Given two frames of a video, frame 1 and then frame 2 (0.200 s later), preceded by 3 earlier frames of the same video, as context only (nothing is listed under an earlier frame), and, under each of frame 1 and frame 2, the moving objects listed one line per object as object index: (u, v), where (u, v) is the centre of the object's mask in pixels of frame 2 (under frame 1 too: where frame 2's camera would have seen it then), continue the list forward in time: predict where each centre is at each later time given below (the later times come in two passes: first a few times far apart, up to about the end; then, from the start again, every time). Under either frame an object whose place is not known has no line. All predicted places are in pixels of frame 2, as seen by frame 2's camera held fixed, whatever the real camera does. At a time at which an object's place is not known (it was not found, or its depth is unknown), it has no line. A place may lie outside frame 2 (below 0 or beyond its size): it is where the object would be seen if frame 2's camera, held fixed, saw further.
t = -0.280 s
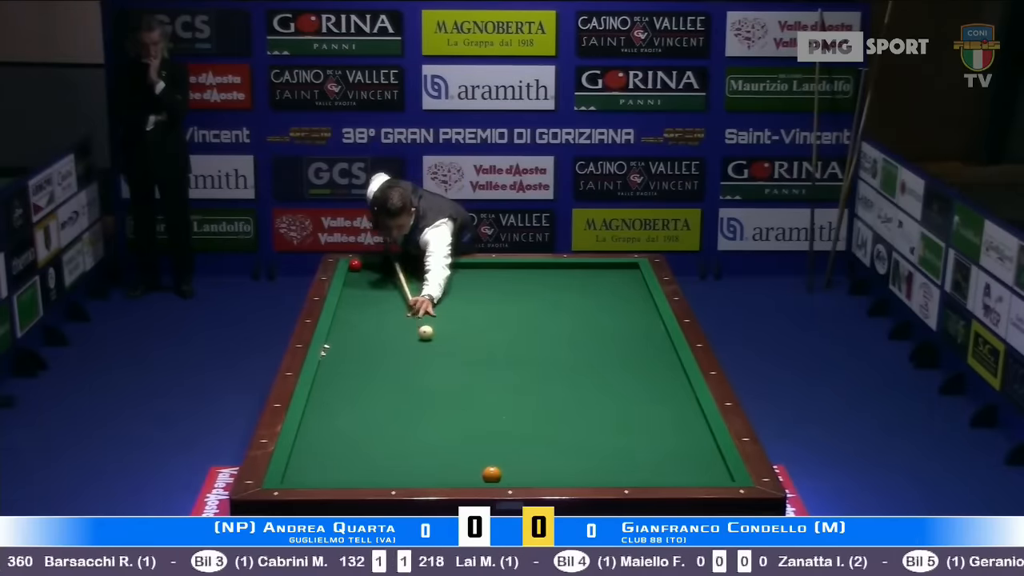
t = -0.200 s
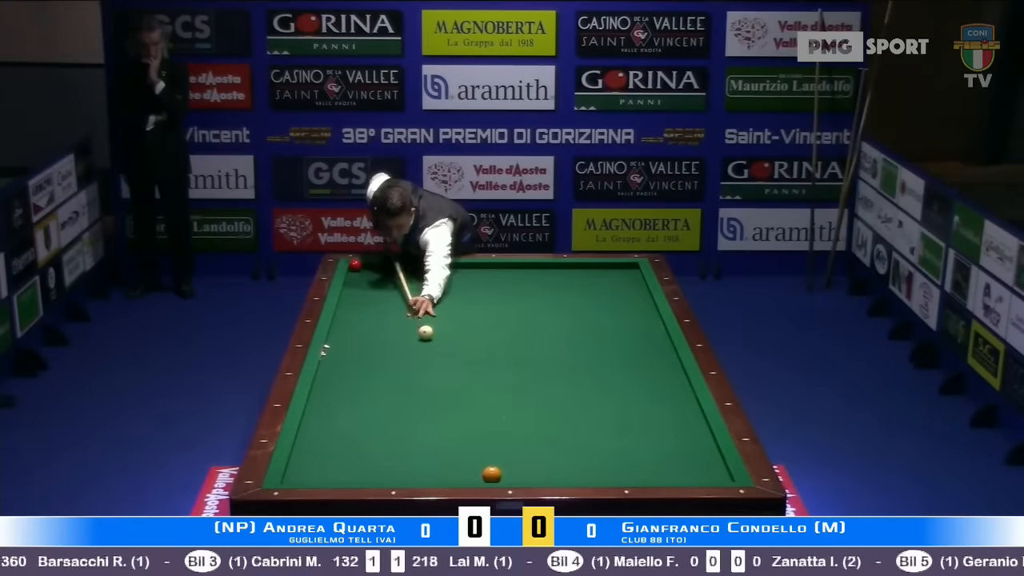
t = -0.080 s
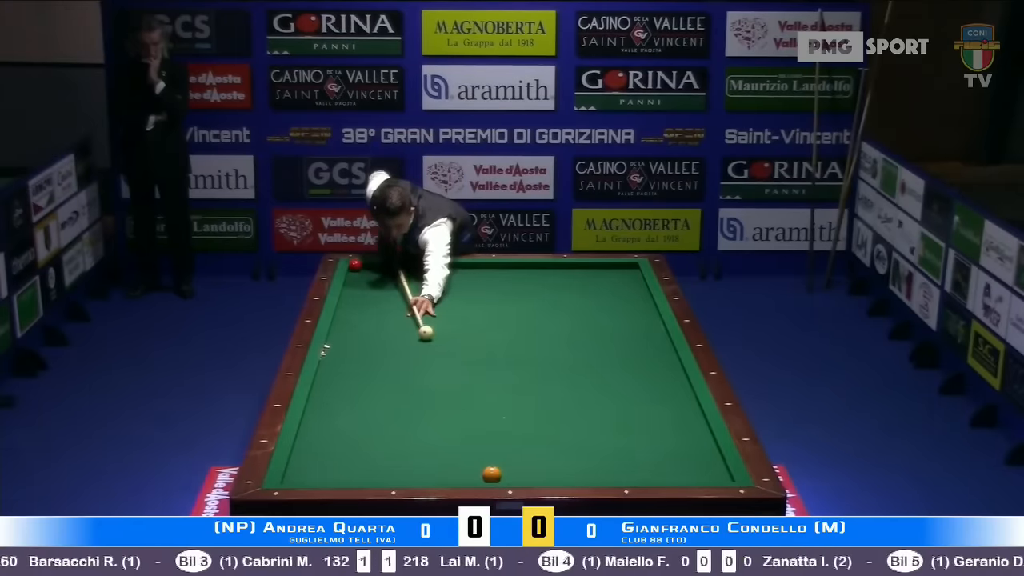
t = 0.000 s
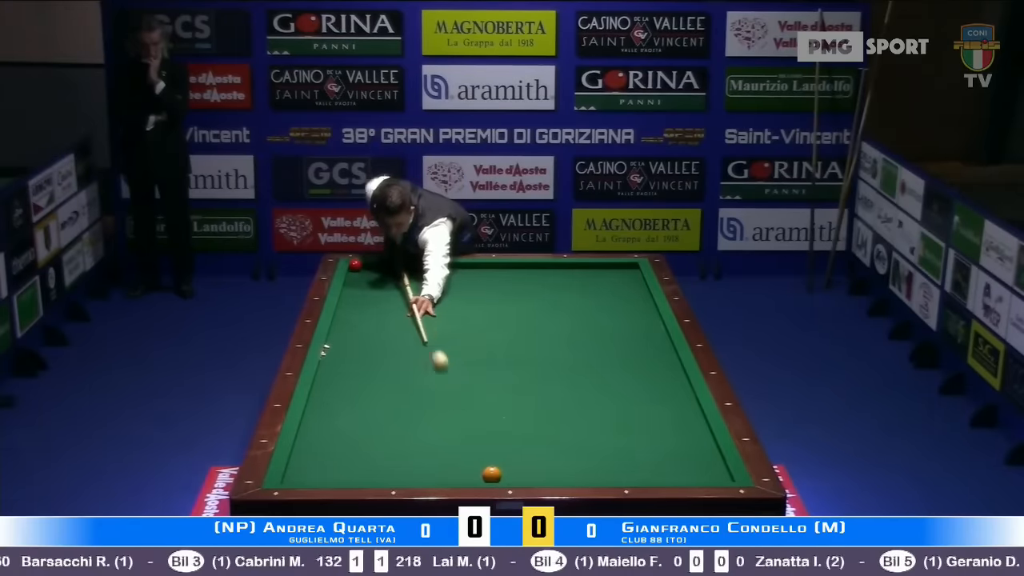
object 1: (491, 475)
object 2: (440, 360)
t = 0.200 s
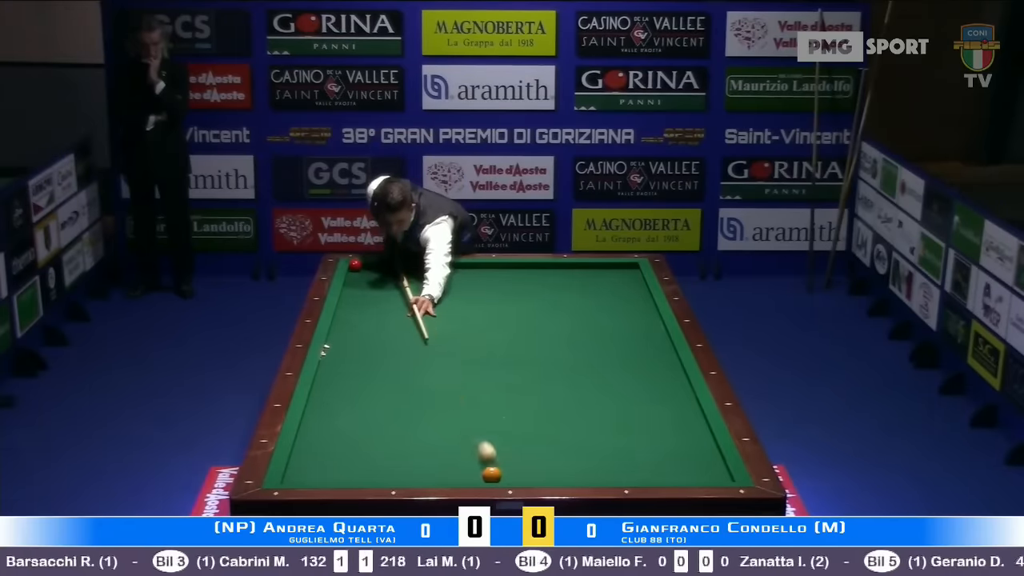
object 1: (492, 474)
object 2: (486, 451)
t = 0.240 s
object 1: (492, 477)
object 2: (500, 467)
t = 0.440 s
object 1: (490, 411)
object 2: (563, 473)
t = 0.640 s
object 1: (490, 360)
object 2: (616, 477)
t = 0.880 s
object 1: (491, 317)
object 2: (671, 475)
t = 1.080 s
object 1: (492, 287)
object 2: (715, 473)
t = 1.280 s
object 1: (493, 267)
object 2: (698, 473)
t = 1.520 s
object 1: (500, 293)
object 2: (670, 475)
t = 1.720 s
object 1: (506, 312)
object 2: (647, 475)
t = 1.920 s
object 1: (512, 330)
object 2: (624, 475)
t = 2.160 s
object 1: (520, 355)
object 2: (598, 475)
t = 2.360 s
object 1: (527, 377)
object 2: (576, 476)
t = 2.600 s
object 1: (536, 405)
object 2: (551, 476)
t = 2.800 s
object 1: (546, 432)
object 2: (531, 476)
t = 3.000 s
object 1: (555, 462)
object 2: (511, 477)
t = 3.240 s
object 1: (561, 469)
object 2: (488, 478)
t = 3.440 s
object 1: (561, 450)
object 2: (469, 478)
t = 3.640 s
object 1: (560, 434)
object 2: (451, 477)
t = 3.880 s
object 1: (560, 416)
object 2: (431, 477)
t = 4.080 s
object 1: (560, 401)
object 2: (415, 477)
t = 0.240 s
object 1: (492, 477)
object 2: (500, 467)
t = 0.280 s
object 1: (490, 466)
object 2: (513, 469)
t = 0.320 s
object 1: (490, 451)
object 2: (528, 471)
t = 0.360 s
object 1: (490, 437)
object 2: (540, 472)
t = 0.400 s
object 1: (490, 423)
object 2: (552, 473)
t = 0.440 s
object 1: (490, 411)
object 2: (563, 473)
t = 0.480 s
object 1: (490, 399)
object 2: (573, 474)
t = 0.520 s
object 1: (490, 389)
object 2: (584, 475)
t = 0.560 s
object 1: (490, 379)
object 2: (595, 475)
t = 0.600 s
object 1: (490, 369)
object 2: (605, 476)
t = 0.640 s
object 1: (490, 360)
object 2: (616, 477)
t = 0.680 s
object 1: (490, 352)
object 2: (626, 478)
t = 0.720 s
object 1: (491, 344)
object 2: (635, 476)
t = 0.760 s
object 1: (491, 337)
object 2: (644, 476)
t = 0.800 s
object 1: (491, 330)
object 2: (653, 476)
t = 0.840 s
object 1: (491, 323)
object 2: (662, 475)
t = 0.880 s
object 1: (491, 317)
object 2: (671, 475)
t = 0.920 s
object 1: (491, 310)
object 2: (680, 475)
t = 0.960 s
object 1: (492, 304)
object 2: (689, 475)
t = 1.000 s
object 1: (492, 298)
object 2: (698, 474)
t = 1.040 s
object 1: (492, 293)
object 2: (706, 474)
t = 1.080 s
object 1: (492, 287)
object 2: (715, 473)
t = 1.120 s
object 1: (492, 281)
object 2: (721, 473)
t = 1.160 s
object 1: (492, 276)
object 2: (715, 473)
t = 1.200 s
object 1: (492, 271)
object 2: (708, 473)
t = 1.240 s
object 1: (492, 266)
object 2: (703, 474)
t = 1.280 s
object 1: (493, 267)
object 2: (698, 473)
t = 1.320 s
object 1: (494, 272)
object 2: (693, 474)
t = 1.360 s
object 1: (495, 276)
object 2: (688, 474)
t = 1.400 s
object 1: (496, 280)
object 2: (684, 474)
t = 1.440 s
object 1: (498, 284)
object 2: (679, 474)
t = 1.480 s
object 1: (499, 289)
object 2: (674, 474)
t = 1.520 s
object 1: (500, 293)
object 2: (670, 475)
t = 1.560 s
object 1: (501, 297)
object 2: (665, 474)
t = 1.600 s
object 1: (503, 300)
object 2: (661, 474)
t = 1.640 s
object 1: (504, 305)
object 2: (656, 474)
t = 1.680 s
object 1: (505, 308)
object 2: (652, 475)
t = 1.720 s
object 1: (506, 312)
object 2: (647, 475)
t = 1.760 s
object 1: (507, 315)
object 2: (642, 475)
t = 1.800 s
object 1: (508, 319)
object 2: (638, 475)
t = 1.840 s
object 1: (510, 323)
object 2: (633, 475)
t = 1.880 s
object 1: (511, 326)
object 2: (629, 475)
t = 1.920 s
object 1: (512, 330)
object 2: (624, 475)
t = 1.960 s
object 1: (513, 334)
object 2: (620, 476)
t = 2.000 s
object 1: (515, 338)
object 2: (615, 475)
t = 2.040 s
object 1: (516, 342)
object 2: (611, 475)
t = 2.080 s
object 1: (517, 346)
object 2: (607, 476)
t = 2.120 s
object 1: (519, 350)
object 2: (602, 476)
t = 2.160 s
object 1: (520, 355)
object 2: (598, 475)
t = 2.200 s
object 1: (521, 359)
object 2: (594, 476)
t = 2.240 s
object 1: (523, 363)
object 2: (589, 475)
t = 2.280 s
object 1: (524, 368)
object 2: (585, 476)
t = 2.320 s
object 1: (526, 372)
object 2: (581, 476)
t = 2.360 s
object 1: (527, 377)
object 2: (576, 476)
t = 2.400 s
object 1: (529, 381)
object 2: (572, 476)
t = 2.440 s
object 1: (530, 386)
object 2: (568, 476)
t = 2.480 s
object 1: (532, 390)
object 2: (564, 476)
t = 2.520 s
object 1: (533, 395)
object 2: (560, 476)
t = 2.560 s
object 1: (535, 400)
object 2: (555, 476)
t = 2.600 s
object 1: (536, 405)
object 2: (551, 476)
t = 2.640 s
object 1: (538, 411)
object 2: (547, 477)
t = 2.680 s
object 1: (540, 416)
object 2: (543, 477)
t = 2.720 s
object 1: (542, 421)
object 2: (539, 476)
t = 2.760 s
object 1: (544, 426)
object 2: (535, 476)
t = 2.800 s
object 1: (546, 432)
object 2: (531, 476)
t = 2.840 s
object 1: (547, 438)
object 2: (527, 476)
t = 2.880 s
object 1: (549, 444)
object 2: (523, 477)
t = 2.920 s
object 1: (551, 450)
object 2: (519, 477)
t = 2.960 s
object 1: (553, 456)
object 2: (515, 477)
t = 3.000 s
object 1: (555, 462)
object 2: (511, 477)
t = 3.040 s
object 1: (557, 468)
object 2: (507, 477)
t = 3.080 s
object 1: (559, 473)
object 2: (503, 477)
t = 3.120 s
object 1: (561, 477)
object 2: (499, 477)
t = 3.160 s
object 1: (562, 476)
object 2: (496, 477)
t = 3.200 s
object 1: (561, 473)
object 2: (492, 477)
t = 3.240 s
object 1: (561, 469)
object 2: (488, 478)
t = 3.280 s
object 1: (561, 465)
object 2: (484, 478)
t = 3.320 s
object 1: (561, 461)
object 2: (480, 478)
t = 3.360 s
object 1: (561, 457)
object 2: (477, 478)
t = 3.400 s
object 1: (561, 454)
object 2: (473, 478)
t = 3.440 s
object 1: (561, 450)
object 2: (469, 478)
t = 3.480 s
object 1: (561, 447)
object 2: (466, 478)
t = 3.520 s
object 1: (561, 444)
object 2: (462, 478)
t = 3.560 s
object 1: (561, 440)
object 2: (459, 478)
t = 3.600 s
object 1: (561, 437)
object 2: (455, 478)
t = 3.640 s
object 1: (560, 434)
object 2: (451, 477)
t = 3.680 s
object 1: (561, 431)
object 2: (448, 477)
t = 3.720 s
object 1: (560, 428)
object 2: (444, 478)
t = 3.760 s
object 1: (560, 424)
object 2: (441, 477)
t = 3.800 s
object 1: (560, 421)
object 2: (438, 477)
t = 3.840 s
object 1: (560, 419)
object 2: (434, 477)
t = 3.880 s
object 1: (560, 416)
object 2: (431, 477)
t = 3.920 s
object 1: (560, 413)
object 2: (428, 477)
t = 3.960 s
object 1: (560, 410)
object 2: (424, 477)
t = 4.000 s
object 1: (560, 407)
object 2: (421, 477)
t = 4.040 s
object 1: (560, 404)
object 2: (418, 477)
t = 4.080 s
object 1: (560, 401)
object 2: (415, 477)
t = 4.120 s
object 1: (560, 399)
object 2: (412, 477)
